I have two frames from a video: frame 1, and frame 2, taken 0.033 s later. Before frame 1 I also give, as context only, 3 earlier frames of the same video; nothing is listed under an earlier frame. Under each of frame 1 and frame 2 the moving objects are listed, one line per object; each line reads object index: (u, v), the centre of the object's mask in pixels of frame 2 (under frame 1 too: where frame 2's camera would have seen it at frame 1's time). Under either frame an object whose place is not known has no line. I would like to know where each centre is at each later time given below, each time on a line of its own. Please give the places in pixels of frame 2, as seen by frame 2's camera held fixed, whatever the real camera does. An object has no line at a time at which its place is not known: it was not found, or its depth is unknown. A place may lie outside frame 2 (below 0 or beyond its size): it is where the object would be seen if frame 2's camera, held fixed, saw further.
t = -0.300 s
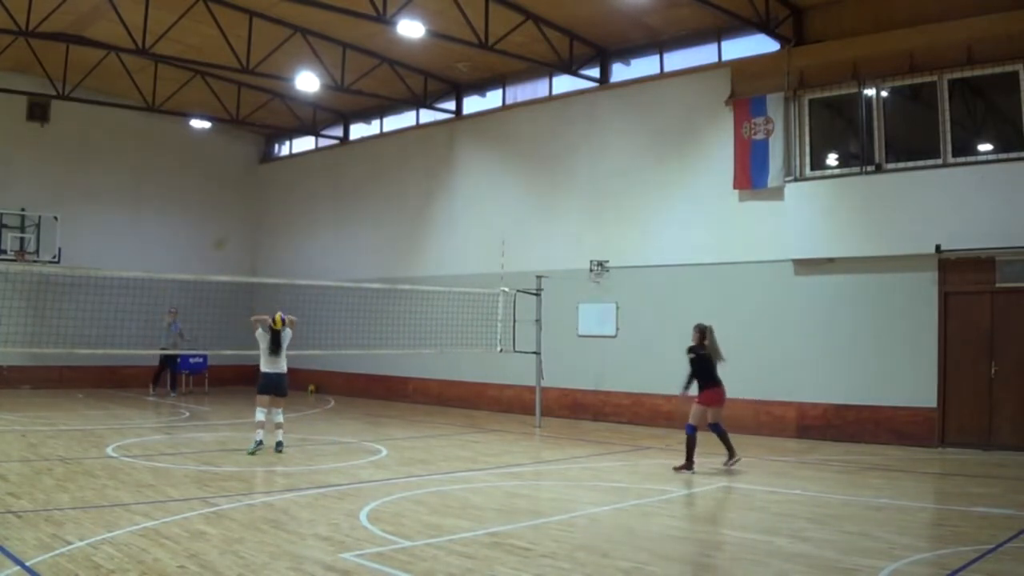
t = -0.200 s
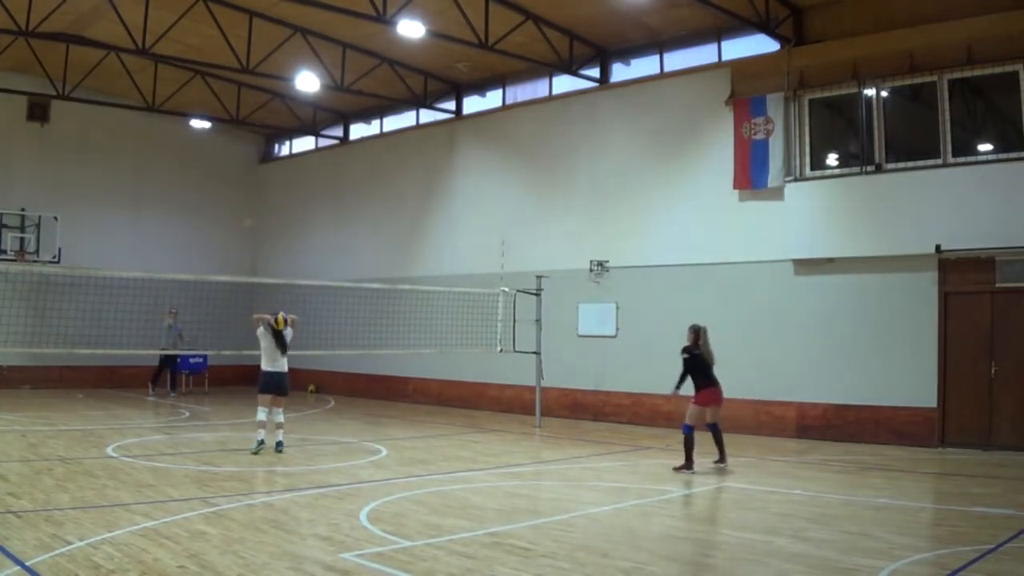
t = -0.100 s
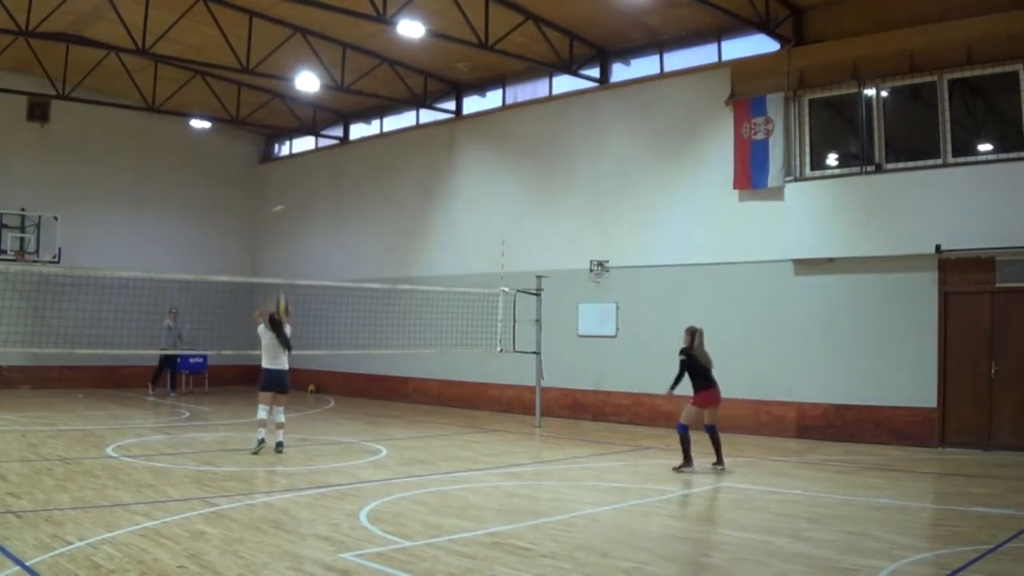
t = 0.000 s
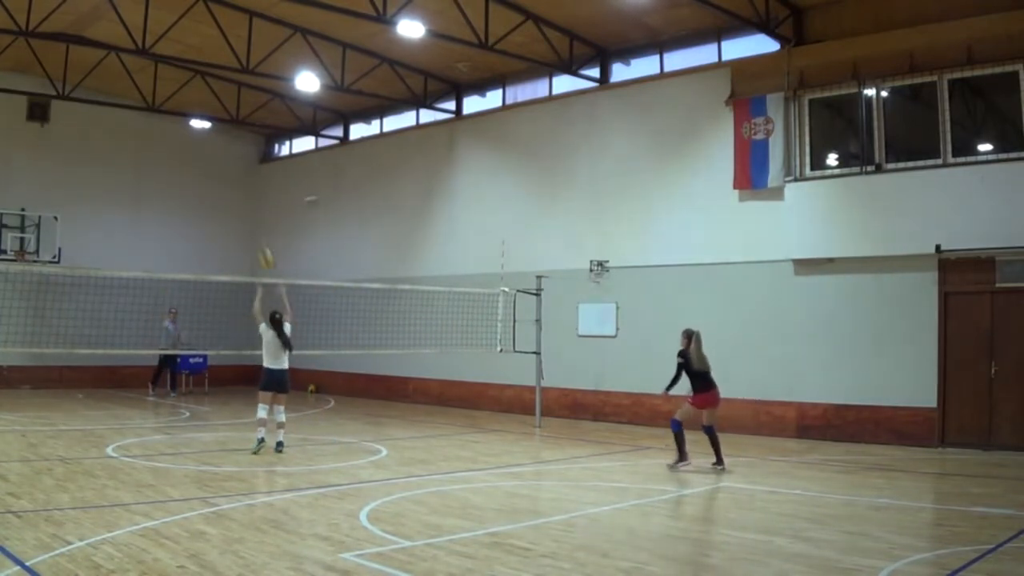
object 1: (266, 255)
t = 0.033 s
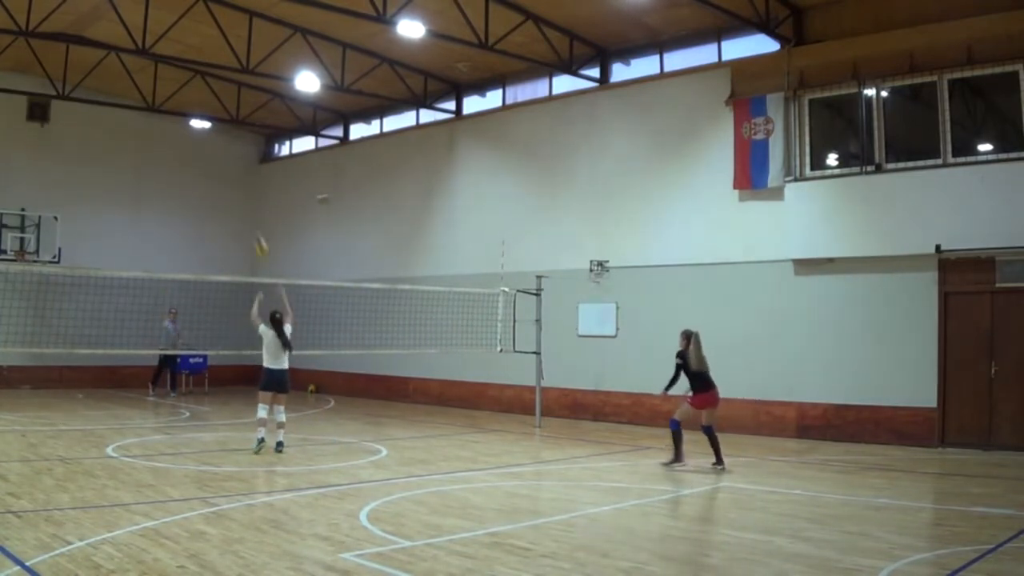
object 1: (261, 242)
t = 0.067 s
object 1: (255, 233)
